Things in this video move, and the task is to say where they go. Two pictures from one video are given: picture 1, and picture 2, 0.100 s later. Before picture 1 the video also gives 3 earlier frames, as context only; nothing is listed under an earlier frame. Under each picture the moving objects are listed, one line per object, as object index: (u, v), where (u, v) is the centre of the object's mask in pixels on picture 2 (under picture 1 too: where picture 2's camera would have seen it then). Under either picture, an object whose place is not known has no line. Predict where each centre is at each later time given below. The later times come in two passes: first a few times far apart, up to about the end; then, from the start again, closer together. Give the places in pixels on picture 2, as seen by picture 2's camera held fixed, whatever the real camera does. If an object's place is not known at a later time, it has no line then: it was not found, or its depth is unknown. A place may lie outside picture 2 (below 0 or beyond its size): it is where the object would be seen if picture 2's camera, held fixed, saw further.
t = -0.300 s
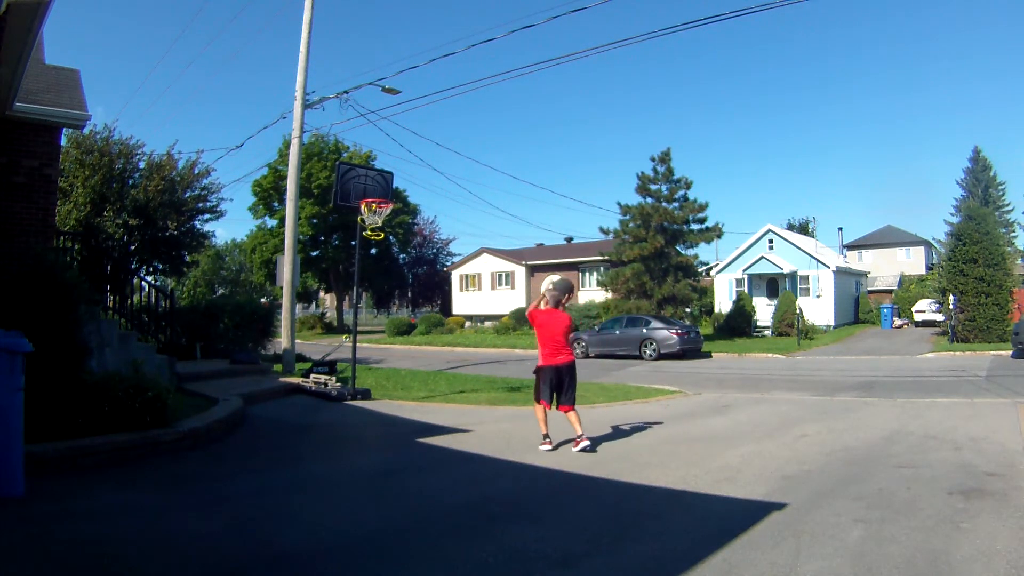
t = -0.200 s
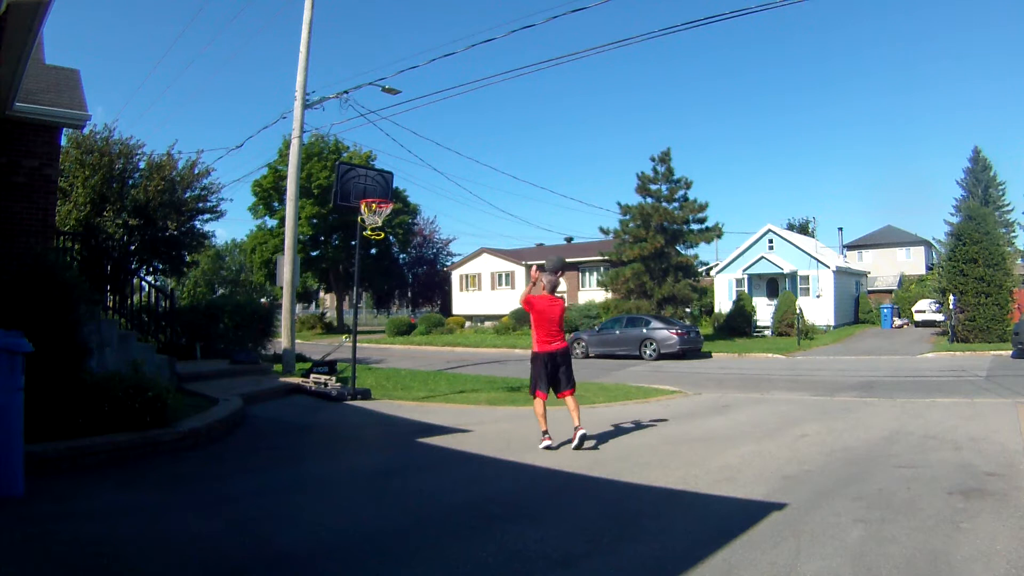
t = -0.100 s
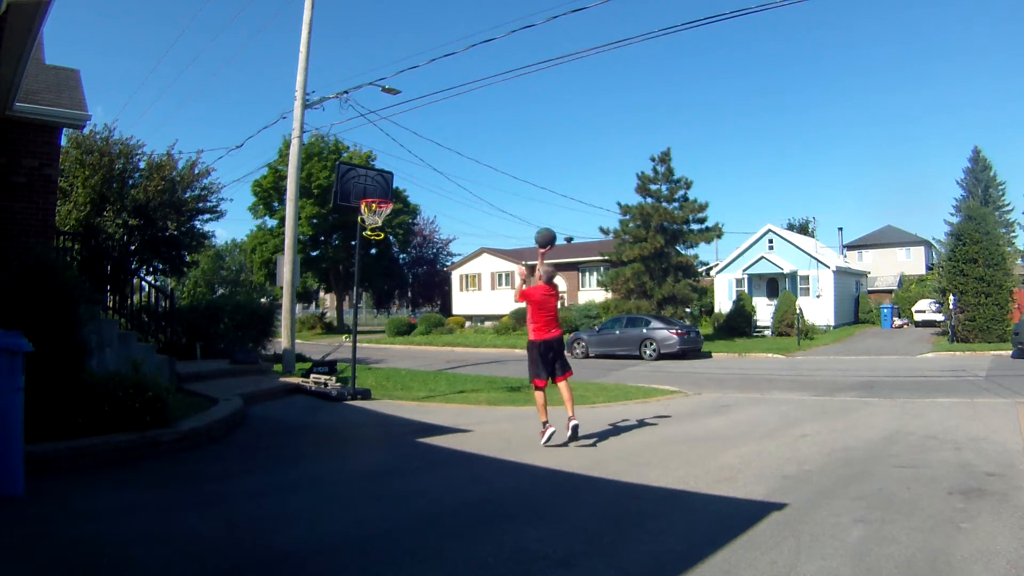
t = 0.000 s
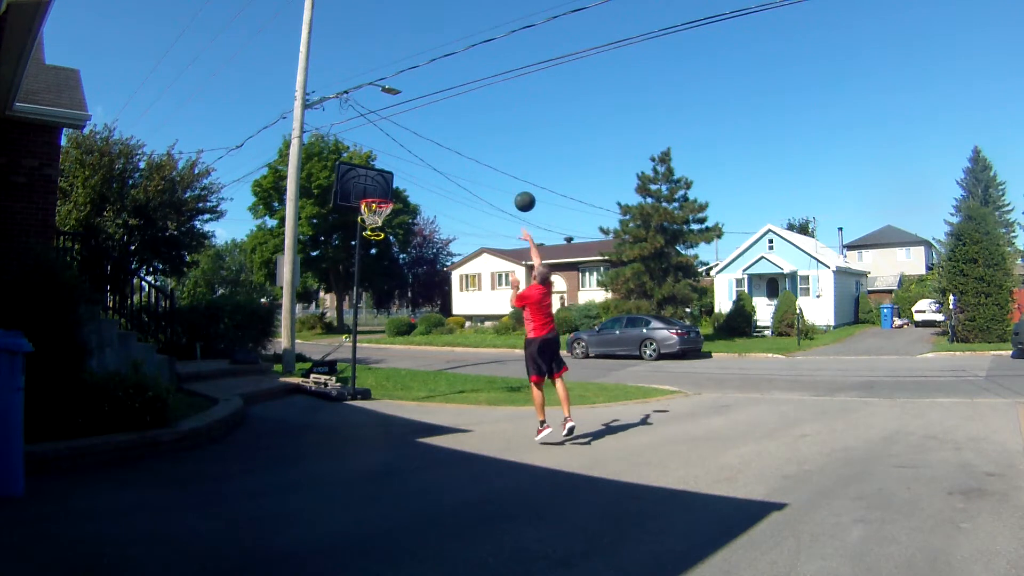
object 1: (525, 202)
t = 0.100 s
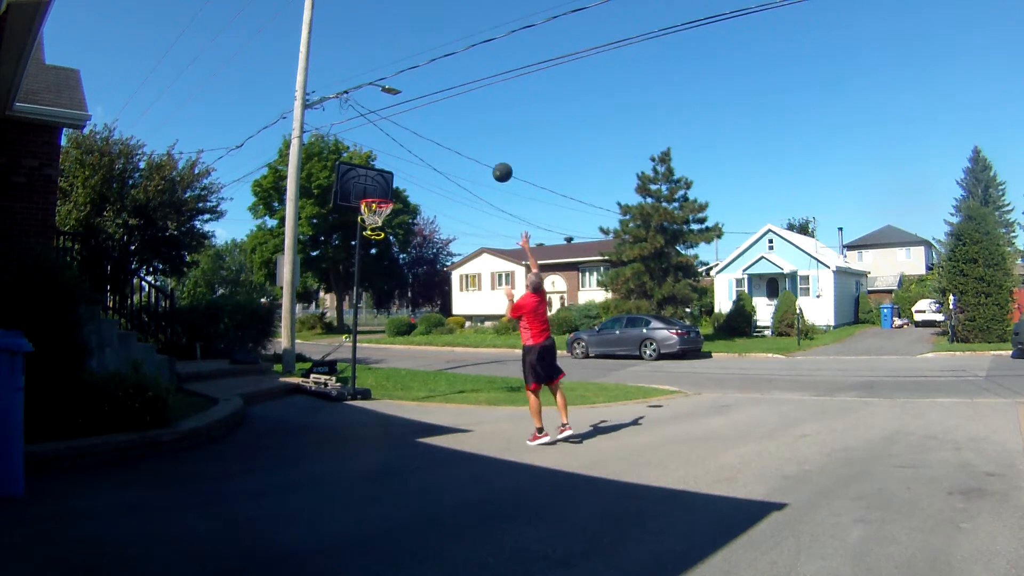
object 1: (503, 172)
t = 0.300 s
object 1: (462, 143)
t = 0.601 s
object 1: (411, 157)
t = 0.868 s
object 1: (376, 196)
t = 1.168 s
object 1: (377, 220)
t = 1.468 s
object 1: (368, 231)
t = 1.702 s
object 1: (364, 243)
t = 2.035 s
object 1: (370, 306)
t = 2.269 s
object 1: (377, 401)
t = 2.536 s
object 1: (388, 343)
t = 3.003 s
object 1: (415, 342)
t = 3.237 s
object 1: (431, 410)
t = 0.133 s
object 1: (495, 165)
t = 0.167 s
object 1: (488, 159)
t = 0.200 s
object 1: (482, 153)
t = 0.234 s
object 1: (475, 149)
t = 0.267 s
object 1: (468, 145)
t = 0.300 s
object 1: (462, 143)
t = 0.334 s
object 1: (456, 141)
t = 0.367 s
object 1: (450, 141)
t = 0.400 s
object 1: (444, 141)
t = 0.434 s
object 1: (438, 142)
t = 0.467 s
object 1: (432, 143)
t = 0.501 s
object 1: (427, 145)
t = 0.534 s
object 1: (421, 149)
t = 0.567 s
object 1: (416, 153)
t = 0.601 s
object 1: (411, 157)
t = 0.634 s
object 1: (405, 162)
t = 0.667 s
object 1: (400, 168)
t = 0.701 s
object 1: (395, 175)
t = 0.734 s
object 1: (390, 182)
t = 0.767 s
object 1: (384, 190)
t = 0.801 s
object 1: (381, 193)
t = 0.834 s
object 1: (378, 194)
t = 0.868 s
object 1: (376, 196)
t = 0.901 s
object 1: (372, 196)
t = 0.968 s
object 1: (370, 198)
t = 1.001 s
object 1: (373, 208)
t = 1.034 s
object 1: (378, 207)
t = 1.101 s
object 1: (374, 220)
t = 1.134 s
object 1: (379, 221)
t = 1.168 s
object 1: (377, 220)
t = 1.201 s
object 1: (375, 220)
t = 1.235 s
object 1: (383, 212)
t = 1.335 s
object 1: (374, 226)
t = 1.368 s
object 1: (374, 227)
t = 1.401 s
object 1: (374, 230)
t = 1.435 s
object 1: (371, 231)
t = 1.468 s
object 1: (368, 231)
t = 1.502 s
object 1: (365, 231)
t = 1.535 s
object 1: (363, 233)
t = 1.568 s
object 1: (362, 234)
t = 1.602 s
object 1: (362, 236)
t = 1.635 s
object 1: (362, 237)
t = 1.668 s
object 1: (362, 239)
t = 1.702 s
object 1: (364, 243)
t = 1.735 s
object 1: (363, 245)
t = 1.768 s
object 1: (363, 248)
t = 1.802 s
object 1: (364, 252)
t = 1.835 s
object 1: (365, 257)
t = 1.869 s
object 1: (365, 263)
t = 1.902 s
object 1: (366, 269)
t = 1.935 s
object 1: (367, 277)
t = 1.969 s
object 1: (367, 286)
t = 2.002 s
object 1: (369, 296)
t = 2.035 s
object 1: (370, 306)
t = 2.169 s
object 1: (374, 356)
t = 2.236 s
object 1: (376, 386)
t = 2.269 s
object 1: (377, 401)
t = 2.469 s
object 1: (385, 356)
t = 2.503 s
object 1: (387, 349)
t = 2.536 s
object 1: (388, 343)
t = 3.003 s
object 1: (415, 342)
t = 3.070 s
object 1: (419, 356)
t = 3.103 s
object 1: (421, 365)
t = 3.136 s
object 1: (424, 375)
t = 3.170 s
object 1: (426, 386)
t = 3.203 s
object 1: (428, 398)
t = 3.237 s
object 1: (431, 410)
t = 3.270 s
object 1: (433, 424)
